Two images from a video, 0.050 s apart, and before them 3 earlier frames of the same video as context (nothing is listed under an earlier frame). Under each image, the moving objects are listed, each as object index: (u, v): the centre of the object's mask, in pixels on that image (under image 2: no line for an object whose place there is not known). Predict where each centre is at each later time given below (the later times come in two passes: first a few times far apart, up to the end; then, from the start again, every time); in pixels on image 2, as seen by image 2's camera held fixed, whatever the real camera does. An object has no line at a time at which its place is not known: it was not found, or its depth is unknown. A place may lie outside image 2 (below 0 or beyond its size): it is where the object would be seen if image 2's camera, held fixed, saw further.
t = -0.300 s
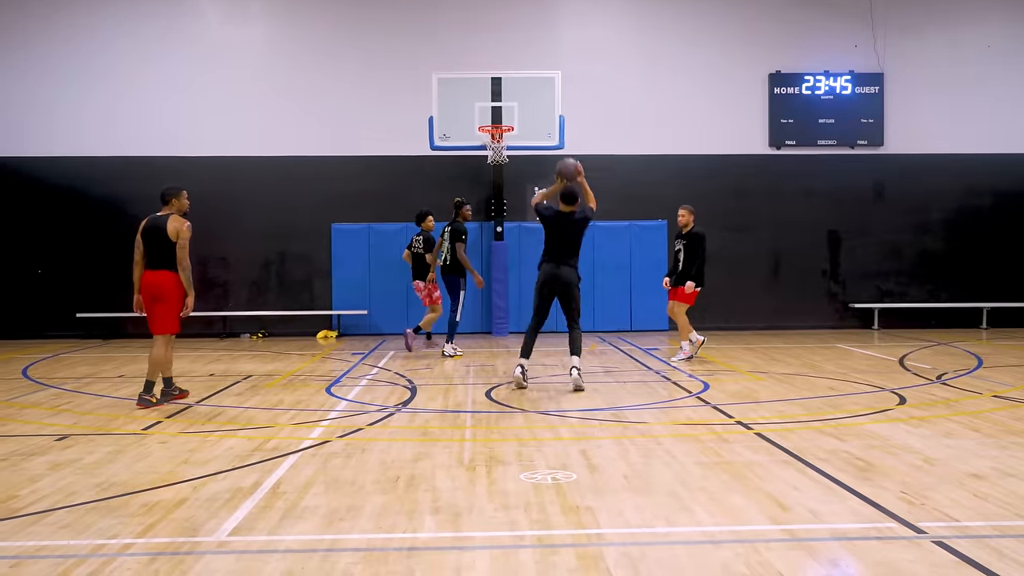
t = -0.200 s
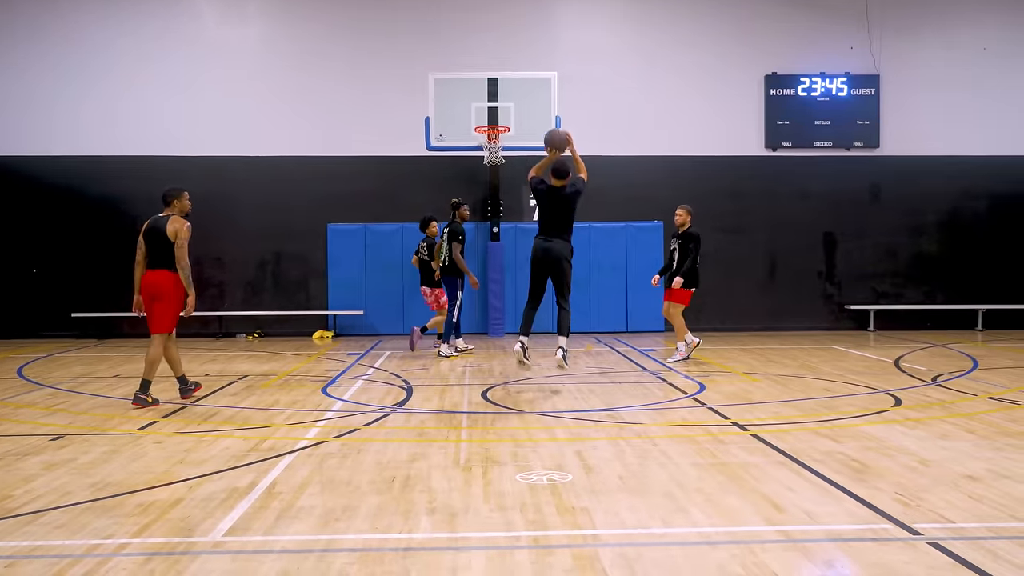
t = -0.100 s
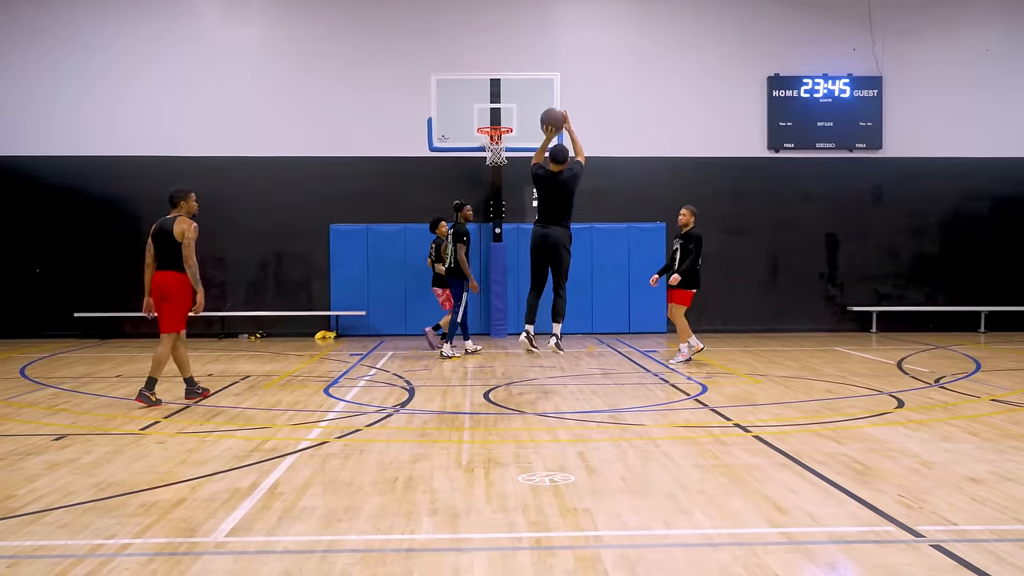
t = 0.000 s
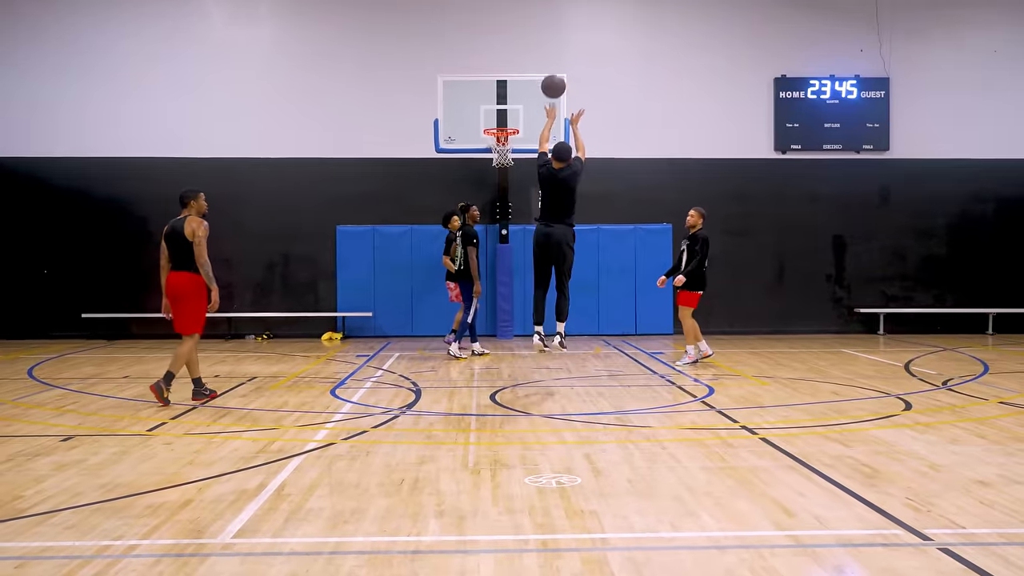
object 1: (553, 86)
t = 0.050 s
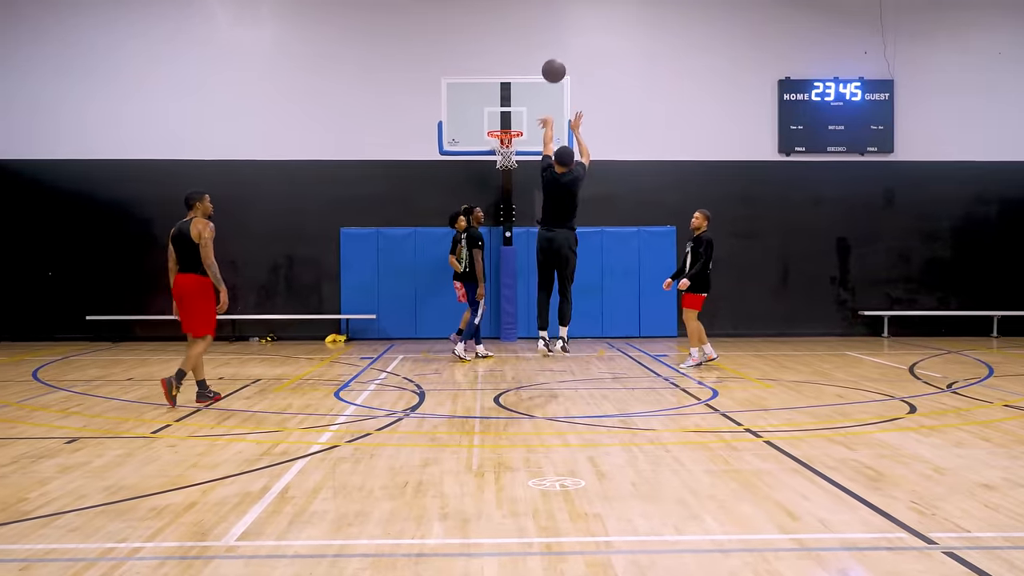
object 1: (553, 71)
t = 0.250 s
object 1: (542, 30)
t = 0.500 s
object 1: (530, 34)
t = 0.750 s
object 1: (522, 82)
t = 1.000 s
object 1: (518, 107)
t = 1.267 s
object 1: (518, 110)
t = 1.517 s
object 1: (524, 124)
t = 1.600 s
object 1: (527, 128)
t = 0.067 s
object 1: (553, 65)
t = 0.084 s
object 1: (552, 61)
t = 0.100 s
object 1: (551, 56)
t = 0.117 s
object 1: (549, 52)
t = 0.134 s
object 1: (549, 48)
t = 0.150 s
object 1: (548, 44)
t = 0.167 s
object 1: (547, 41)
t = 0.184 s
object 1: (546, 39)
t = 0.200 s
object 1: (545, 36)
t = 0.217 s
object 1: (544, 34)
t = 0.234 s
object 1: (543, 31)
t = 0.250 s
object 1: (542, 30)
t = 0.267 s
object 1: (541, 28)
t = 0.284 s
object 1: (540, 27)
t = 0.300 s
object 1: (539, 26)
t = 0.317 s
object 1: (539, 26)
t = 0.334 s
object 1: (538, 25)
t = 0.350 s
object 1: (537, 25)
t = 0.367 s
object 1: (536, 25)
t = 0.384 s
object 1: (535, 25)
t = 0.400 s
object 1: (534, 26)
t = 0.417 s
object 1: (534, 27)
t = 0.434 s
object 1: (533, 28)
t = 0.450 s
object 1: (532, 29)
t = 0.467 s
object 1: (532, 30)
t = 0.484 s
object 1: (531, 32)
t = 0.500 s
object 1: (530, 34)
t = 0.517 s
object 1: (530, 36)
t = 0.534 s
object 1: (529, 38)
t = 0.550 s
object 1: (528, 40)
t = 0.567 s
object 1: (528, 43)
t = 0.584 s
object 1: (527, 46)
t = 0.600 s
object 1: (526, 49)
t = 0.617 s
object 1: (526, 52)
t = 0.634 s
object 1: (525, 55)
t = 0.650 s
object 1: (525, 59)
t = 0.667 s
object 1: (524, 62)
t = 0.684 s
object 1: (524, 66)
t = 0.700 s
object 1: (523, 69)
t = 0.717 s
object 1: (523, 74)
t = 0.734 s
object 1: (522, 78)
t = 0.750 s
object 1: (522, 82)
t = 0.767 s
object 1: (521, 87)
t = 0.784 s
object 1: (520, 92)
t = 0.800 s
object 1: (520, 97)
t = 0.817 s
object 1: (519, 102)
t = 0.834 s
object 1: (519, 107)
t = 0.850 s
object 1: (518, 112)
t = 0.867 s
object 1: (518, 117)
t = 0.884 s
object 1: (517, 122)
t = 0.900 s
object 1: (517, 119)
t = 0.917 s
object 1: (517, 117)
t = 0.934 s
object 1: (517, 115)
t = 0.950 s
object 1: (518, 113)
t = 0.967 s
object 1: (518, 110)
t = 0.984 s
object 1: (518, 109)
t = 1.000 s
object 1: (518, 107)
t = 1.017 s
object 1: (518, 106)
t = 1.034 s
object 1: (518, 105)
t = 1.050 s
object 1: (518, 104)
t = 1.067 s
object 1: (518, 103)
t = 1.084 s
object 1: (518, 103)
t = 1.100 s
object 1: (518, 103)
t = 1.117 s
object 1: (518, 103)
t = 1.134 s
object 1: (518, 103)
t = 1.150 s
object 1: (518, 103)
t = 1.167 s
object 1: (518, 103)
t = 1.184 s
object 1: (518, 104)
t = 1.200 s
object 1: (518, 105)
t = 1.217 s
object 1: (518, 106)
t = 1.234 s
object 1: (518, 107)
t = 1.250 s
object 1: (518, 109)
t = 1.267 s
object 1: (518, 110)
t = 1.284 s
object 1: (519, 112)
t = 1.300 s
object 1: (519, 114)
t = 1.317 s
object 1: (519, 116)
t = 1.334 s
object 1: (519, 119)
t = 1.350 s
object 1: (519, 121)
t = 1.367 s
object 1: (519, 123)
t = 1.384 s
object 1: (520, 123)
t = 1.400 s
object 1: (520, 123)
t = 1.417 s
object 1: (521, 123)
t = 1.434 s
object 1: (521, 123)
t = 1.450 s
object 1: (522, 123)
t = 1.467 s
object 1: (522, 123)
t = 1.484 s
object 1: (523, 123)
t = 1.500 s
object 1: (523, 124)
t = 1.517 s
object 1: (524, 124)
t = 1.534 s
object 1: (525, 125)
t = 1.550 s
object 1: (526, 125)
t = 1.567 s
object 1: (526, 126)
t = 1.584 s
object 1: (527, 127)
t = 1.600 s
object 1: (527, 128)
